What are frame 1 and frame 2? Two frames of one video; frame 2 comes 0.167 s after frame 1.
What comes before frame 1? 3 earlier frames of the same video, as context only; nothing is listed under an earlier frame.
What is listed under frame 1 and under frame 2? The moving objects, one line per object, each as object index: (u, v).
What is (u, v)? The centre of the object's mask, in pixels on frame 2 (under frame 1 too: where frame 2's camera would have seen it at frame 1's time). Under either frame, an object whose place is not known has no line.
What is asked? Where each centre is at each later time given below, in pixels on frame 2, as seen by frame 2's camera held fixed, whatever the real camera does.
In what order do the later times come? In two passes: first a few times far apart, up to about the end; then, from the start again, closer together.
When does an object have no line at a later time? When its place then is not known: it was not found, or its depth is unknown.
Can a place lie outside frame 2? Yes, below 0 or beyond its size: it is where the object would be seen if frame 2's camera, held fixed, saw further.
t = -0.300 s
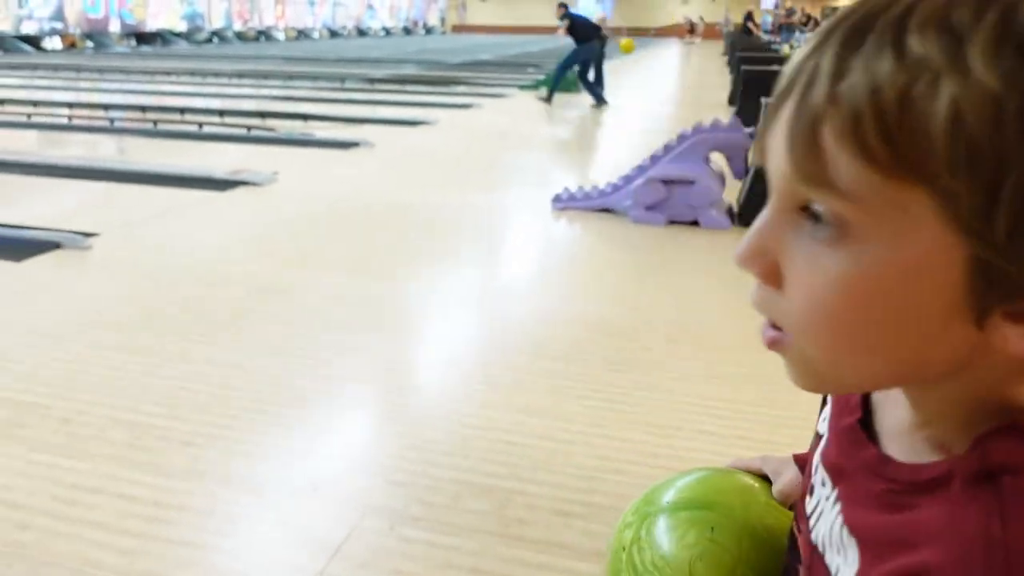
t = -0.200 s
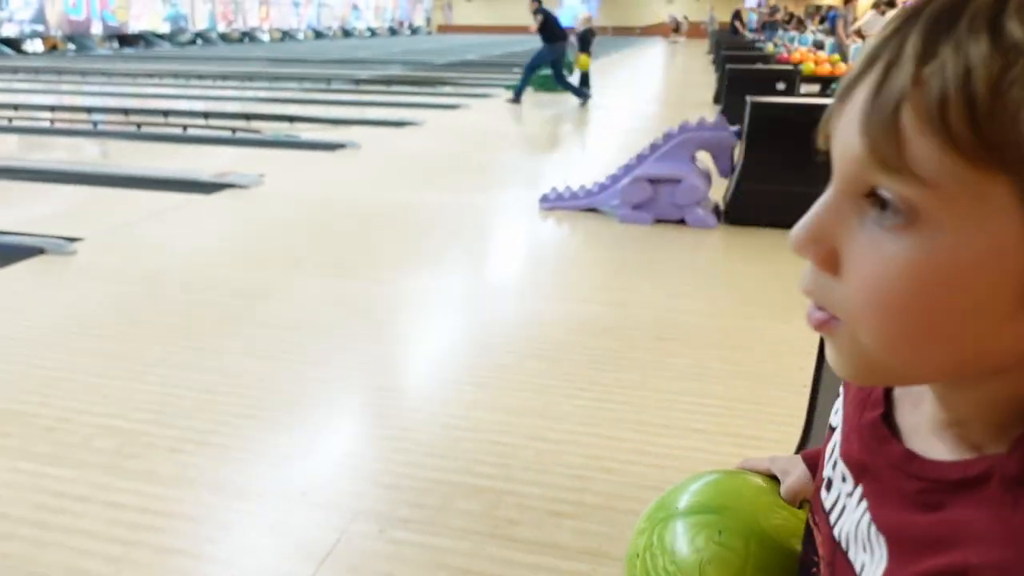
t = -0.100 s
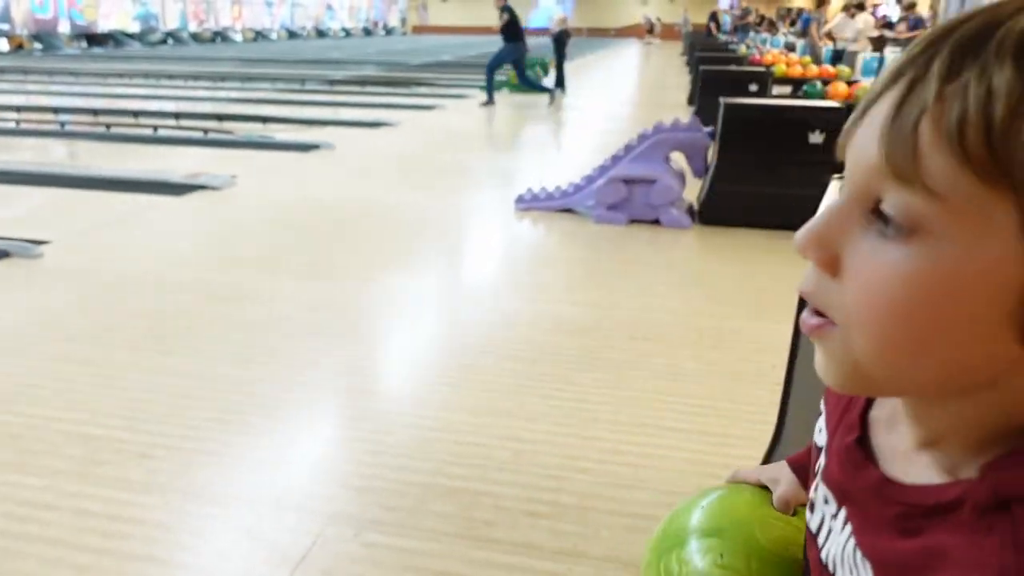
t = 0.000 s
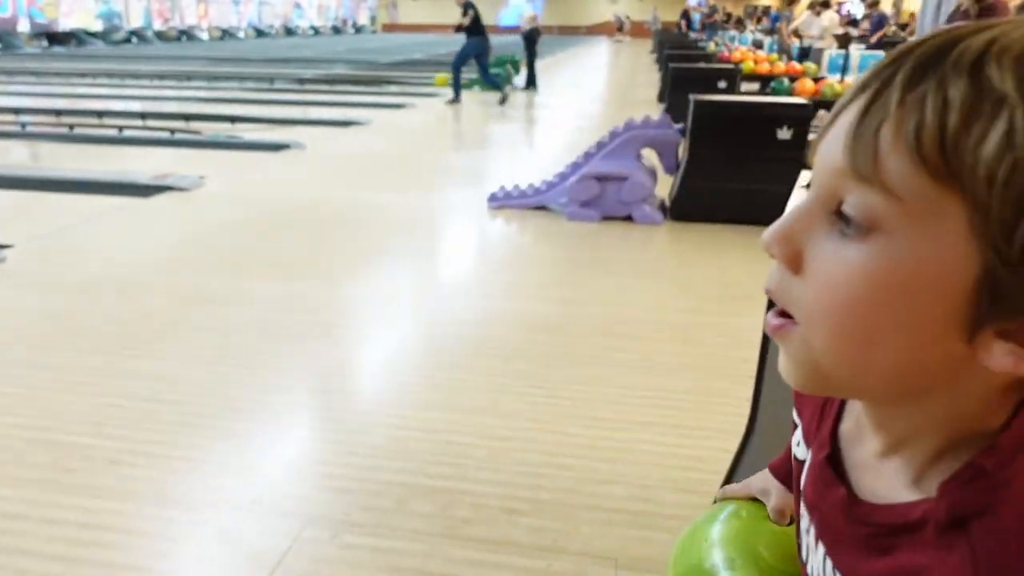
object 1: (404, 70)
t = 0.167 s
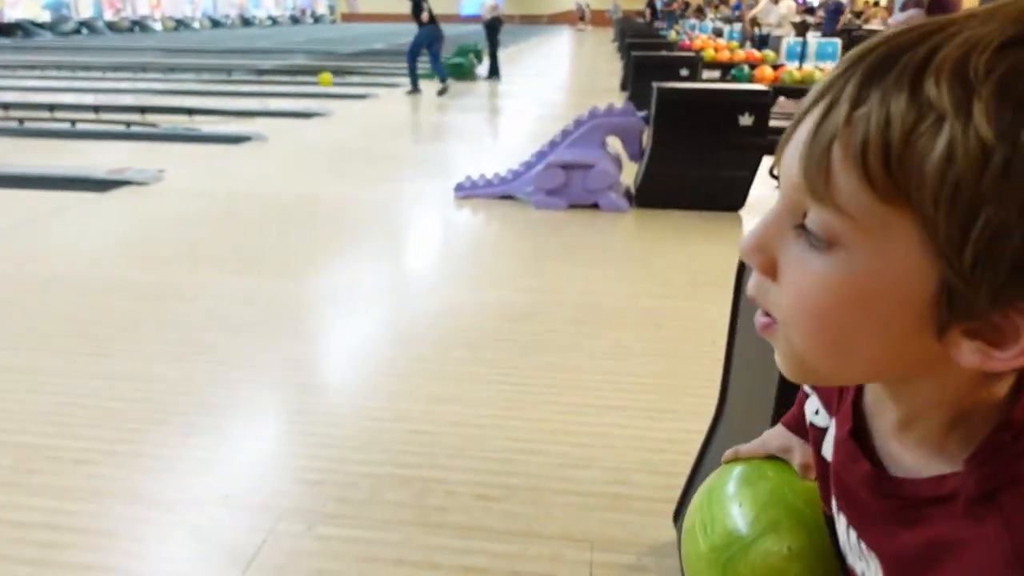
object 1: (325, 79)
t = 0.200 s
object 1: (310, 79)
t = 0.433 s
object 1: (203, 79)
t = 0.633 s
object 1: (115, 77)
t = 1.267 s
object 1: (-132, 73)
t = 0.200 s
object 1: (310, 79)
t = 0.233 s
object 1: (295, 80)
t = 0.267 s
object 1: (280, 81)
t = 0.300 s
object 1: (264, 80)
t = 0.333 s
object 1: (250, 81)
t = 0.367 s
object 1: (234, 80)
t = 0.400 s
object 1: (218, 80)
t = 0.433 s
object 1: (203, 79)
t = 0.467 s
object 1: (188, 79)
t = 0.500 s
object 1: (174, 79)
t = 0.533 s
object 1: (159, 78)
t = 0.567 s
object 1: (144, 78)
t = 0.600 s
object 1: (129, 77)
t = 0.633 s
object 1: (115, 77)
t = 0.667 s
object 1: (104, 78)
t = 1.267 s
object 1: (-132, 73)
